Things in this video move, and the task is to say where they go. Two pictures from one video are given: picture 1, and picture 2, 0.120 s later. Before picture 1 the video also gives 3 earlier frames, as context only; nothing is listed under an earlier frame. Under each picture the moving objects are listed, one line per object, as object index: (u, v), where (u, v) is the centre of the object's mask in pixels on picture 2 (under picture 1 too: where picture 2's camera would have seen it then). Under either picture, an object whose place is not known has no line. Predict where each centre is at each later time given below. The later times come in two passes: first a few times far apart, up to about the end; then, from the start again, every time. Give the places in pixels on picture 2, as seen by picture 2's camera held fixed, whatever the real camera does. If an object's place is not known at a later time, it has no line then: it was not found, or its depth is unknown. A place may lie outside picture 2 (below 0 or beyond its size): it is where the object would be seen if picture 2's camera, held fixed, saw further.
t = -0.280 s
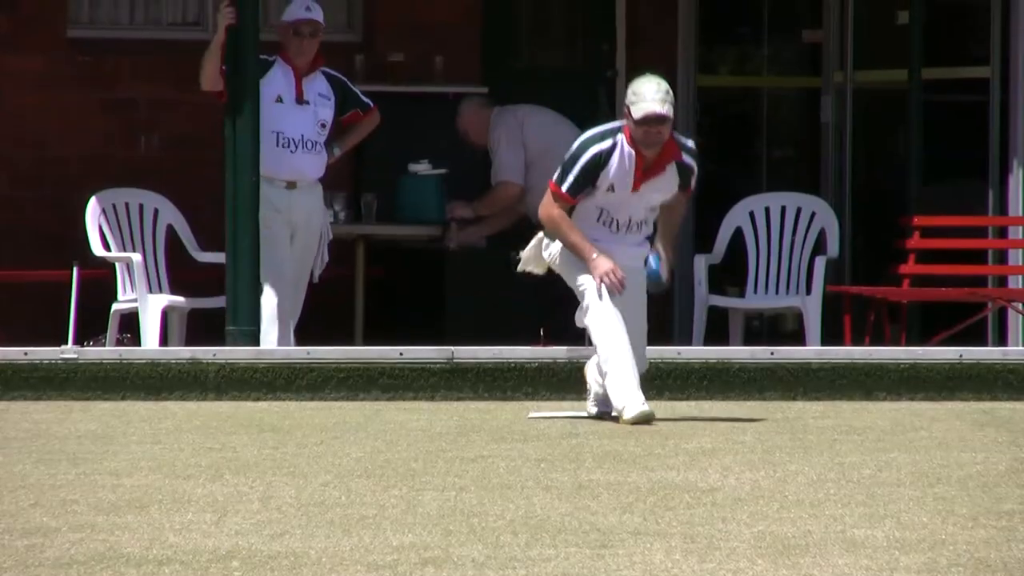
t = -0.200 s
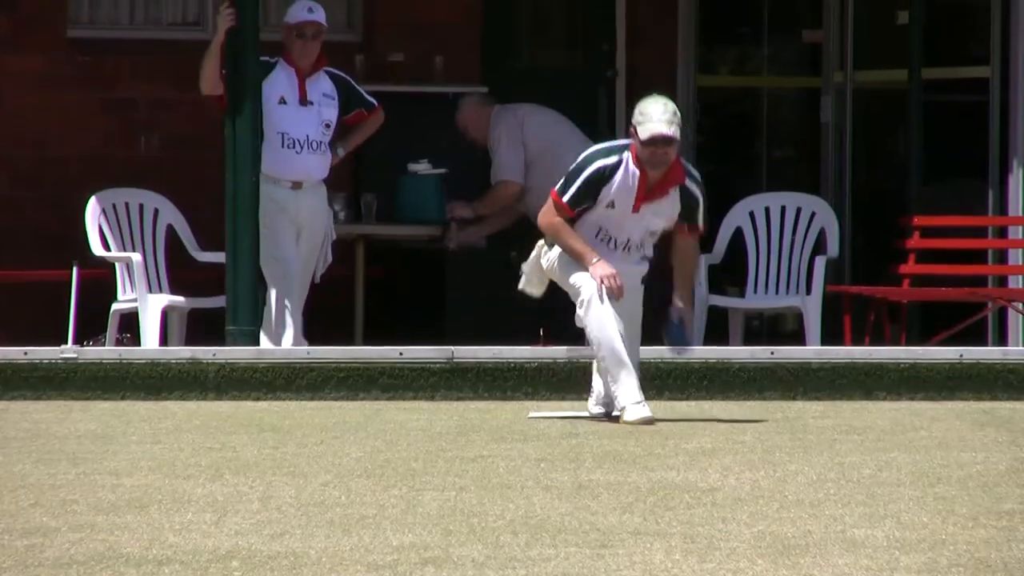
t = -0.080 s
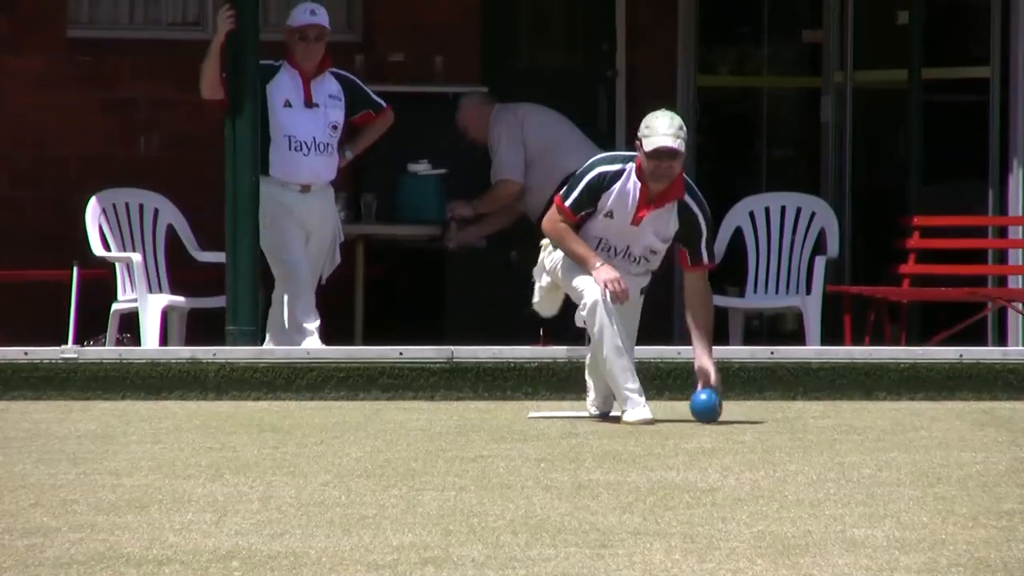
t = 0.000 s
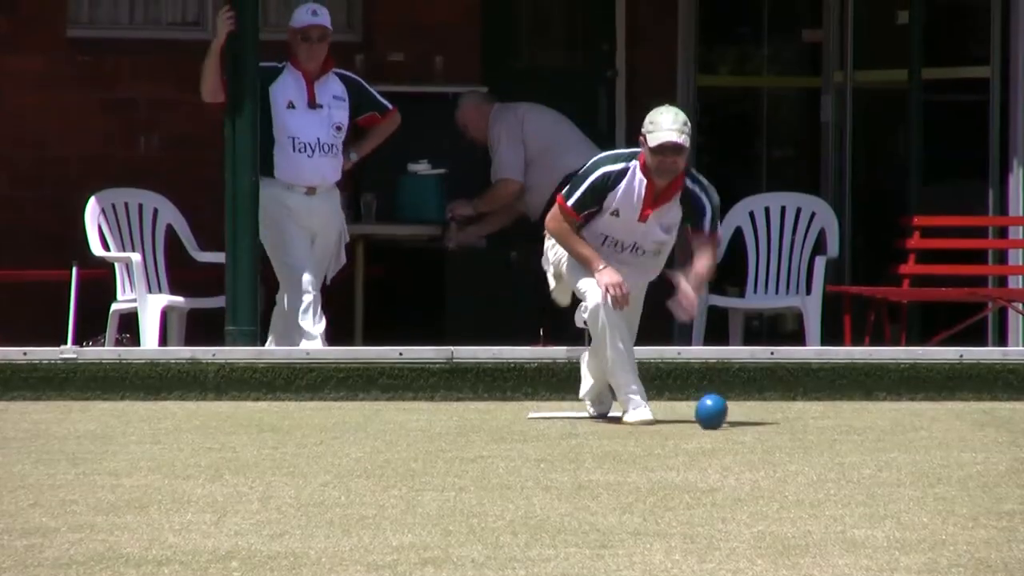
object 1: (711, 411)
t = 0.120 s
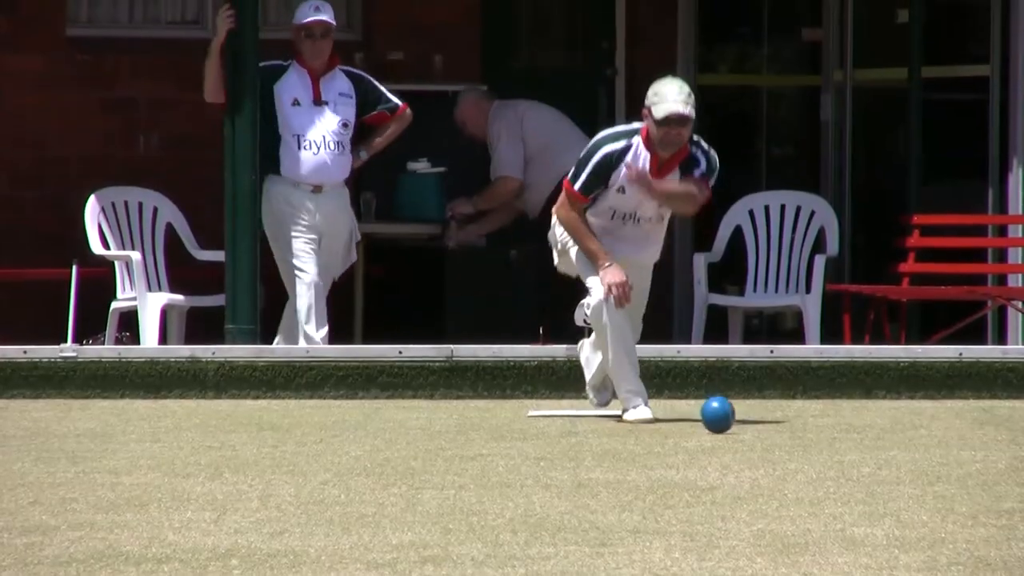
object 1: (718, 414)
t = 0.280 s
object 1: (727, 423)
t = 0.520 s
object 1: (742, 435)
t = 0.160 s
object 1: (720, 416)
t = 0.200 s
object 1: (723, 419)
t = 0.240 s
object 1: (725, 421)
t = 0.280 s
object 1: (727, 423)
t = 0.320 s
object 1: (730, 426)
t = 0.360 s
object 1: (732, 428)
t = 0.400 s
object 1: (734, 429)
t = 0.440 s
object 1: (737, 431)
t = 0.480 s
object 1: (739, 433)
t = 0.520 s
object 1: (742, 435)
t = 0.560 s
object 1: (744, 437)
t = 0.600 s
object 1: (747, 439)
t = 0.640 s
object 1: (749, 441)
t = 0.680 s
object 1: (750, 444)
